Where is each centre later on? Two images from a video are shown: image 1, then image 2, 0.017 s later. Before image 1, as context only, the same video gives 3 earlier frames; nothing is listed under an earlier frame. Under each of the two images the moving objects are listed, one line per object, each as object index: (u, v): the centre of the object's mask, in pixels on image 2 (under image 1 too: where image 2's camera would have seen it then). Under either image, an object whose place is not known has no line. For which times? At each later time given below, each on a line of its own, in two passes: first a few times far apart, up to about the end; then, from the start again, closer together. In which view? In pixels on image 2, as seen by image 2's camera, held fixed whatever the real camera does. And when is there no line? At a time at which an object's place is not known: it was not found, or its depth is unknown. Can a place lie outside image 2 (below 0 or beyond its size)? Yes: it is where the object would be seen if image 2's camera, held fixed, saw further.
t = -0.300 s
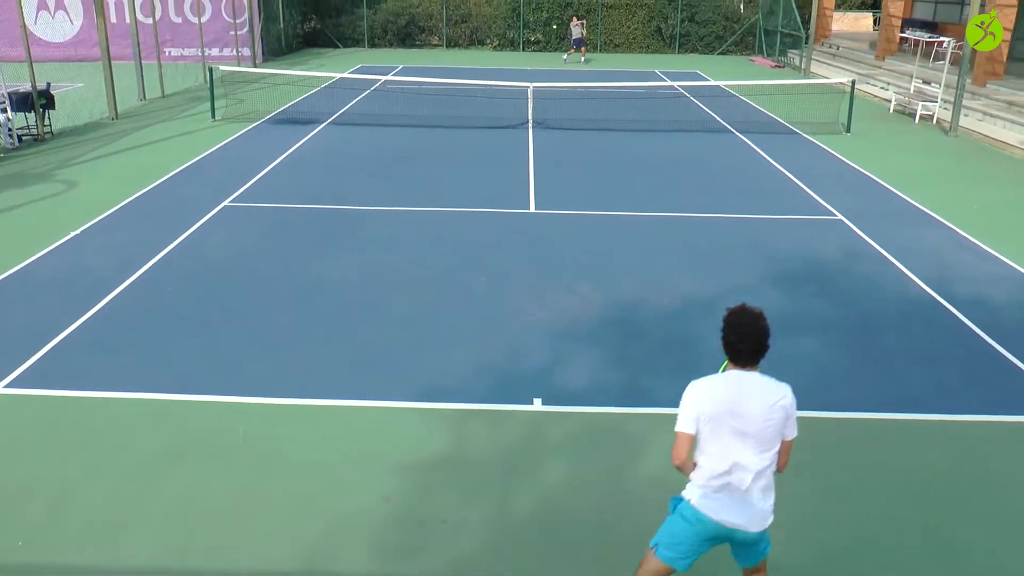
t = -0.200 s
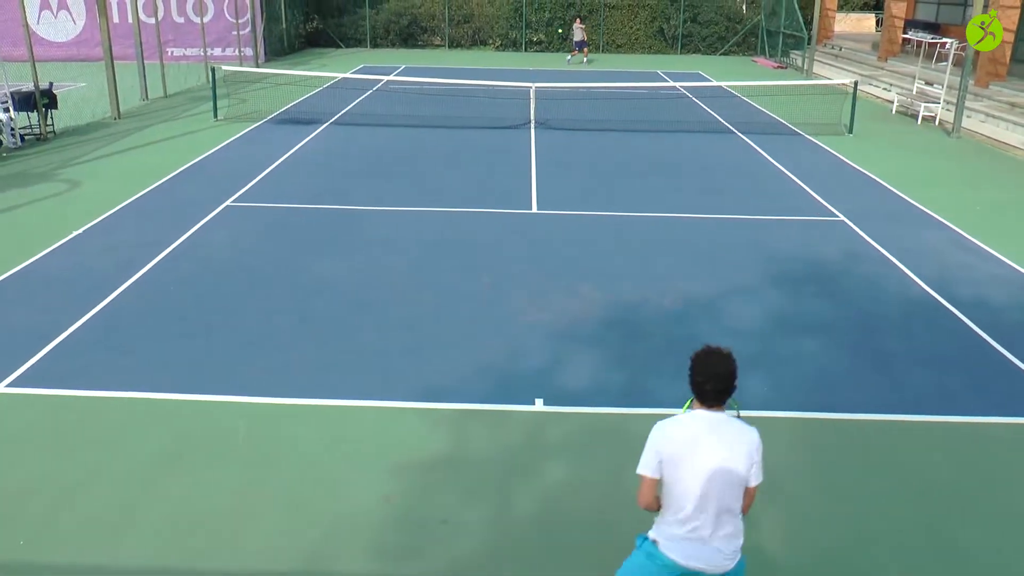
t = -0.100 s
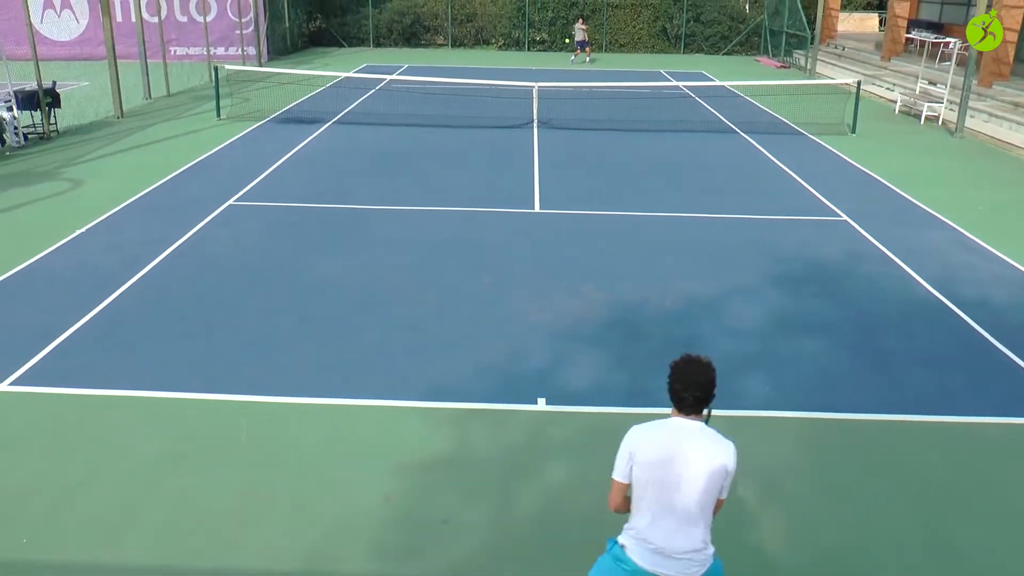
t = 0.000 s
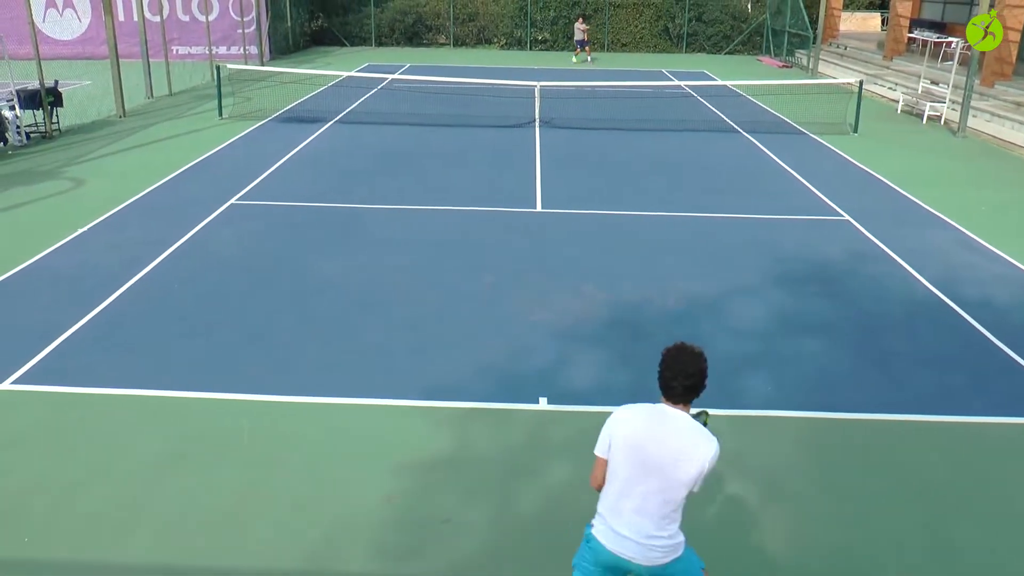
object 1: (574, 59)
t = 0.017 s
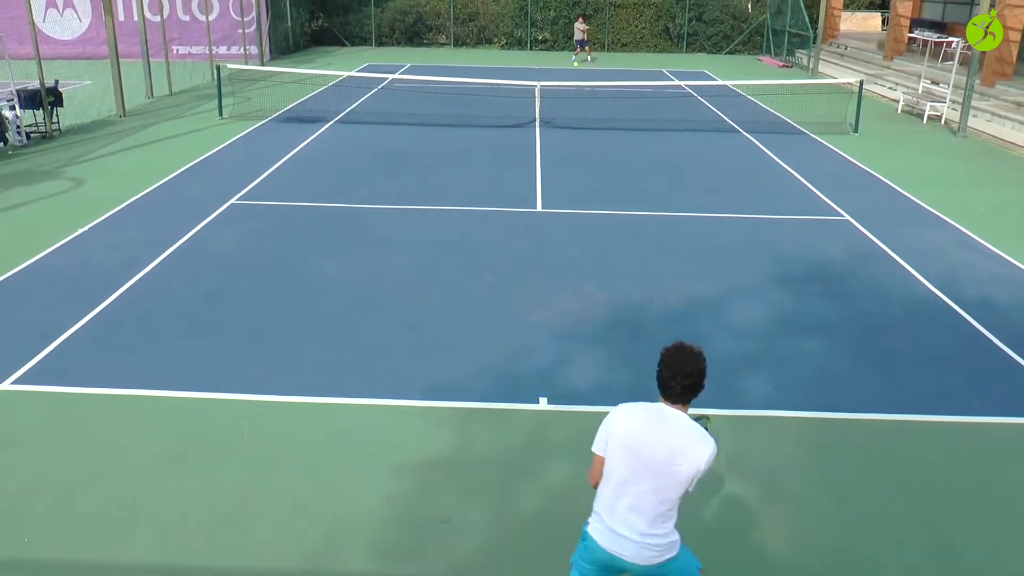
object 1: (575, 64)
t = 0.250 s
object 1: (592, 178)
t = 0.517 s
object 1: (630, 250)
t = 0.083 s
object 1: (580, 87)
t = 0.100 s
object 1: (581, 93)
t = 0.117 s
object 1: (582, 100)
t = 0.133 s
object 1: (583, 107)
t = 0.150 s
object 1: (584, 115)
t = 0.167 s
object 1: (586, 124)
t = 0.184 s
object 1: (586, 134)
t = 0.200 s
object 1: (588, 143)
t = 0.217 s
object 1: (589, 154)
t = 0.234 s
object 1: (591, 166)
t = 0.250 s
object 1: (592, 178)
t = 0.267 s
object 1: (594, 191)
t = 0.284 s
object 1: (595, 206)
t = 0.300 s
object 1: (597, 221)
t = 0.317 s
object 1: (599, 238)
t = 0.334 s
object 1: (600, 254)
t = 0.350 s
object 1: (603, 255)
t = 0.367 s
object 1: (605, 253)
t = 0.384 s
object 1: (607, 252)
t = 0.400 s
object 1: (610, 250)
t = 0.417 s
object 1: (612, 249)
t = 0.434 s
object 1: (615, 248)
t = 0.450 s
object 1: (618, 248)
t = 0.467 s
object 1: (621, 247)
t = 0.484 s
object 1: (624, 248)
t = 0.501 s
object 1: (627, 248)
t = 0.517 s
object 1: (630, 250)
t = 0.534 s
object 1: (634, 251)
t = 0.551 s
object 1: (637, 253)
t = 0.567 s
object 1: (641, 256)
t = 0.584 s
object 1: (645, 259)
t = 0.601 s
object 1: (650, 263)
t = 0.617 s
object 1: (654, 267)
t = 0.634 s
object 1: (659, 273)
